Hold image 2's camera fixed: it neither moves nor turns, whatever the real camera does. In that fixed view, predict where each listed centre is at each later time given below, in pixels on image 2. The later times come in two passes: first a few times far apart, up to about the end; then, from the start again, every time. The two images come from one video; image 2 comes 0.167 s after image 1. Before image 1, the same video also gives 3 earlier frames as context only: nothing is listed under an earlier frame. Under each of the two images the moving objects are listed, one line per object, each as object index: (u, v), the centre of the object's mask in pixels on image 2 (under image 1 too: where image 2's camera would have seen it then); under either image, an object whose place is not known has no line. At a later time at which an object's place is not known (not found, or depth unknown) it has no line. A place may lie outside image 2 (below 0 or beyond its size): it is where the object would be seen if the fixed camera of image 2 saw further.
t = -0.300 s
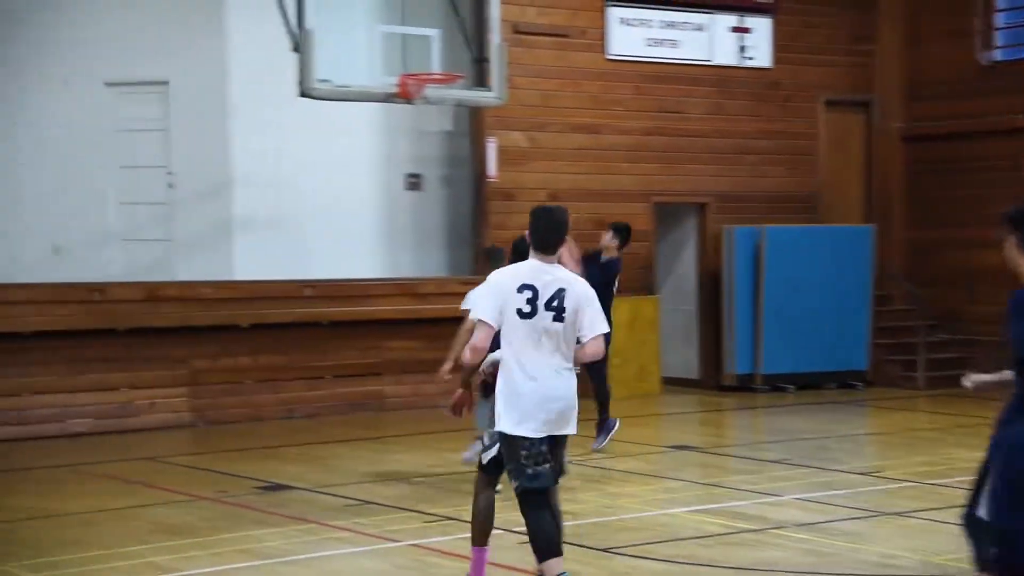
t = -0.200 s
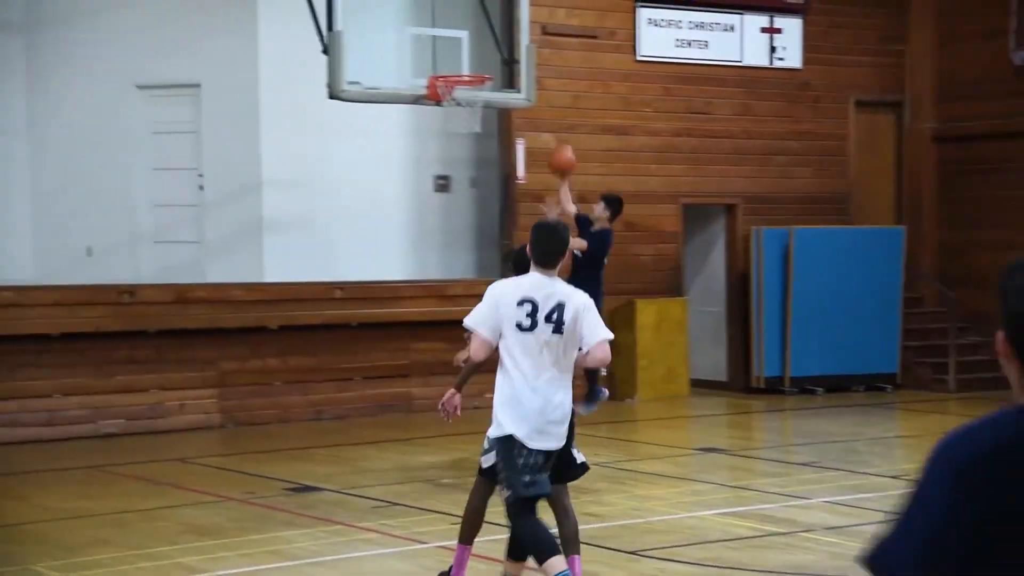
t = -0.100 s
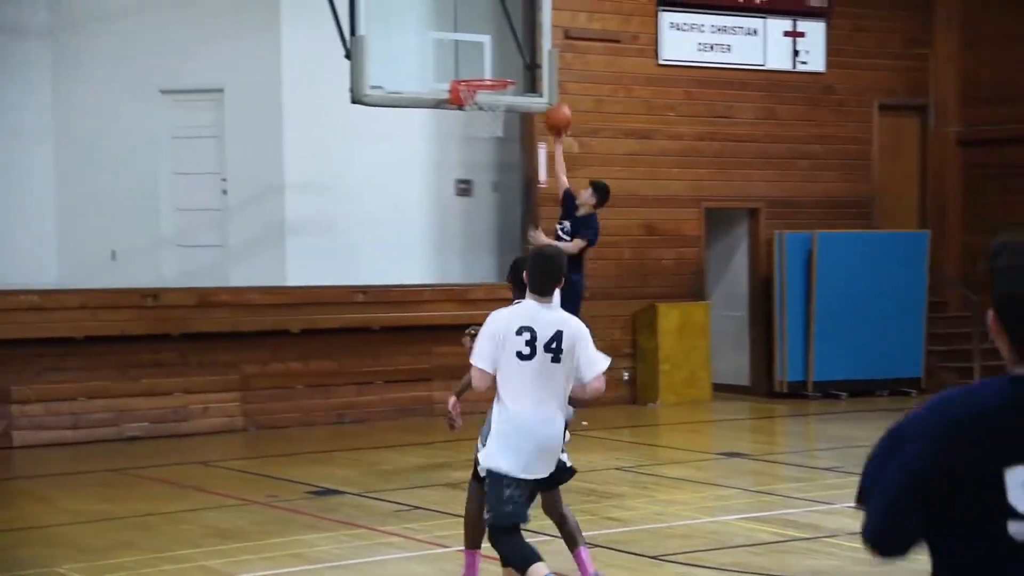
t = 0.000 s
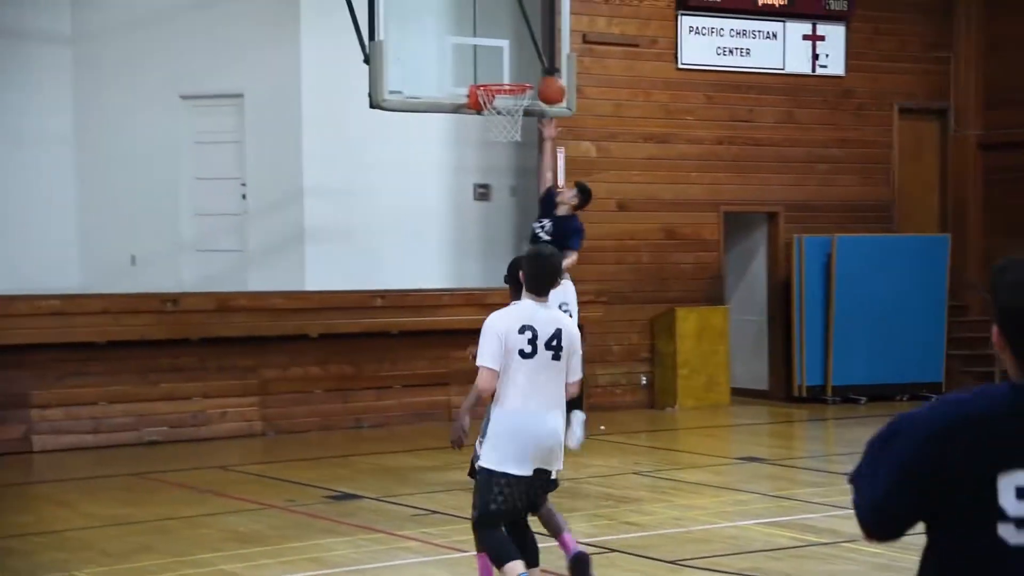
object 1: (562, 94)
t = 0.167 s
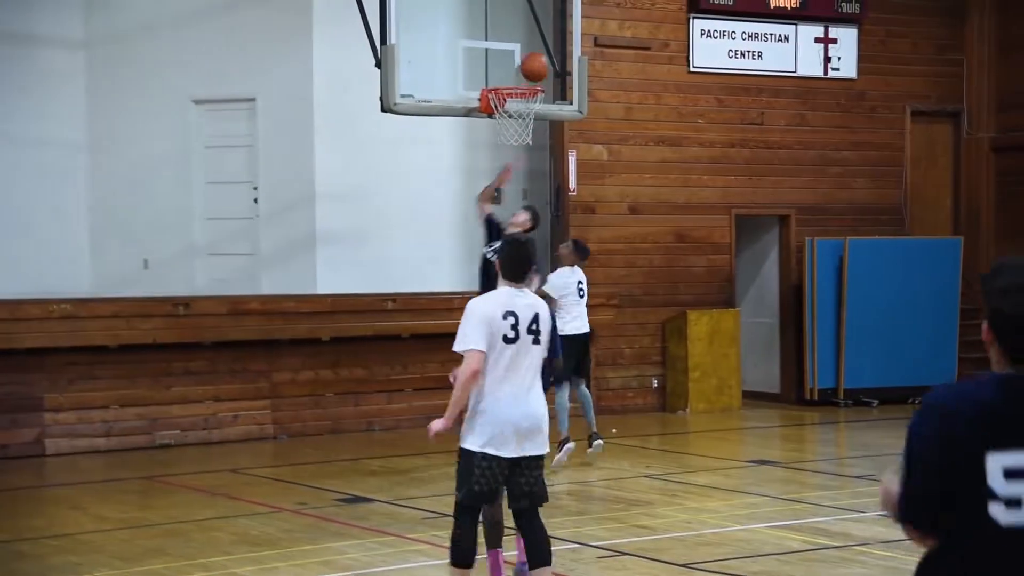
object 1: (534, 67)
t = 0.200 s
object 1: (534, 65)
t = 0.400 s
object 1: (534, 76)
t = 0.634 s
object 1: (507, 110)
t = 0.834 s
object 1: (499, 142)
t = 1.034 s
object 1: (497, 214)
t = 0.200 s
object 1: (534, 65)
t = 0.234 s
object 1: (535, 65)
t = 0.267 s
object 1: (535, 65)
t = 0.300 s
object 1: (535, 67)
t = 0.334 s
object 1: (535, 71)
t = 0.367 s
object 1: (535, 74)
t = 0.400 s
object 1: (534, 76)
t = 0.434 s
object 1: (530, 76)
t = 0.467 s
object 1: (526, 77)
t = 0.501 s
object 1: (522, 79)
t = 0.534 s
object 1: (518, 81)
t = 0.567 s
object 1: (515, 93)
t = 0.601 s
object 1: (512, 102)
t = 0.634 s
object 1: (507, 110)
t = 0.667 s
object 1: (503, 116)
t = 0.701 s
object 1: (502, 120)
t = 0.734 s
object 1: (501, 124)
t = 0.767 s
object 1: (501, 135)
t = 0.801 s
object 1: (500, 139)
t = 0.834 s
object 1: (499, 142)
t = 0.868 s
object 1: (499, 150)
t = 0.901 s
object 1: (499, 160)
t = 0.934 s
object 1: (498, 171)
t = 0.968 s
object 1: (498, 184)
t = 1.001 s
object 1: (497, 198)
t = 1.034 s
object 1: (497, 214)
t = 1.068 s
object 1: (497, 230)
